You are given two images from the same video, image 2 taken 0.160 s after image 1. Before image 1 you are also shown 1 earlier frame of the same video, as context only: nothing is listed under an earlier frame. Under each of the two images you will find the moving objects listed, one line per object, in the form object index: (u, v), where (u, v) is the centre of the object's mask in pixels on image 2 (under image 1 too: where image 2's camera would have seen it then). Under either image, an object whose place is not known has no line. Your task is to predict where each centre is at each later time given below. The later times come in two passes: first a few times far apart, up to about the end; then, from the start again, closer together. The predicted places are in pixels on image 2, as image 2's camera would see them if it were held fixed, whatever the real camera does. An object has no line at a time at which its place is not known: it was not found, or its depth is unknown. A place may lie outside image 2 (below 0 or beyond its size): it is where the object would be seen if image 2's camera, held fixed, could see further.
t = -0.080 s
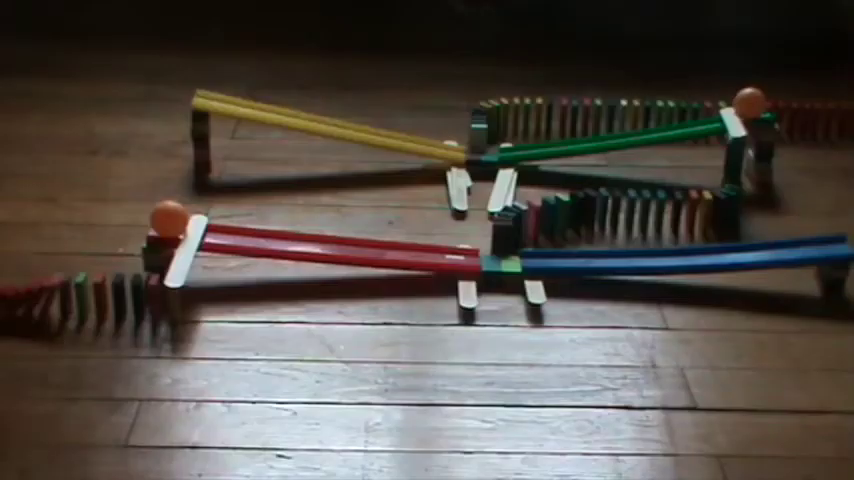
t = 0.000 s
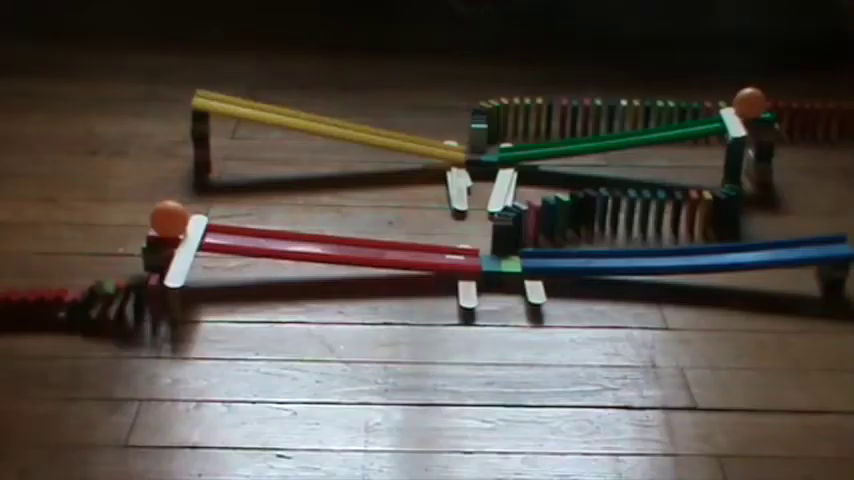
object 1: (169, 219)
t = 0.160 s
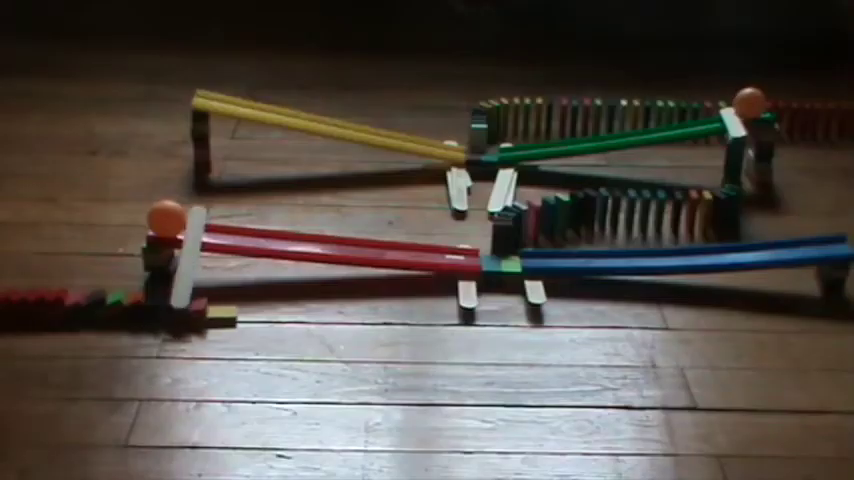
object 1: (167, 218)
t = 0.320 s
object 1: (168, 219)
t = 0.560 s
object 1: (175, 220)
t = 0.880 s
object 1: (198, 222)
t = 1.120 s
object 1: (241, 226)
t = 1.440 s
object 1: (337, 237)
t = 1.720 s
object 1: (450, 245)
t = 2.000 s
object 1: (570, 245)
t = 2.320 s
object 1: (669, 243)
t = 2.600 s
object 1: (711, 240)
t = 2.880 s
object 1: (707, 241)
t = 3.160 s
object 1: (663, 244)
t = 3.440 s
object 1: (589, 245)
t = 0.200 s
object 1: (166, 218)
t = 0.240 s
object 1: (166, 218)
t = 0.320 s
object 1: (168, 219)
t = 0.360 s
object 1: (169, 219)
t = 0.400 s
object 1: (171, 219)
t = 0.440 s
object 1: (172, 219)
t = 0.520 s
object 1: (174, 220)
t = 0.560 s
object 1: (175, 220)
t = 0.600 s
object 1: (177, 220)
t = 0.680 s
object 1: (181, 220)
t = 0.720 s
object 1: (183, 220)
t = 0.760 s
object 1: (186, 221)
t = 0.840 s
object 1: (194, 222)
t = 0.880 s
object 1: (198, 222)
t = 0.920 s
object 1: (204, 223)
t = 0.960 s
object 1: (210, 223)
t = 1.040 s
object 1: (223, 224)
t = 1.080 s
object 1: (232, 225)
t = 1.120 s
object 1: (241, 226)
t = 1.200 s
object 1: (260, 228)
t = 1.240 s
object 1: (271, 229)
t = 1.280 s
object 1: (284, 231)
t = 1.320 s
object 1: (296, 232)
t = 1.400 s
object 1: (323, 236)
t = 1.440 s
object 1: (337, 237)
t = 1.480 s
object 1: (352, 238)
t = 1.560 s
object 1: (383, 241)
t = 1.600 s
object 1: (399, 242)
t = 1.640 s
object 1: (416, 242)
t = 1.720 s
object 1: (450, 245)
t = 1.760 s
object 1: (468, 246)
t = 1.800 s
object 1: (486, 245)
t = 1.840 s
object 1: (504, 246)
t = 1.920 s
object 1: (538, 244)
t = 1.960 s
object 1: (554, 245)
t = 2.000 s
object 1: (570, 245)
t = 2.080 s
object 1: (598, 245)
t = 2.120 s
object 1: (612, 245)
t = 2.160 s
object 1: (625, 245)
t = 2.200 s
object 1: (637, 244)
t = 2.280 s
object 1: (659, 243)
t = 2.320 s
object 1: (669, 243)
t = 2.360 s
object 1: (678, 243)
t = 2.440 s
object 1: (692, 242)
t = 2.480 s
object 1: (699, 242)
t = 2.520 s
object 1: (704, 241)
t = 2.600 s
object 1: (711, 240)
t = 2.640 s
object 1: (713, 240)
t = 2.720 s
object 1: (713, 240)
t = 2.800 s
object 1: (712, 241)
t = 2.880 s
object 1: (707, 241)
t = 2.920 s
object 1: (703, 241)
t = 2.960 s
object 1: (698, 242)
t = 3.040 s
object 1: (687, 242)
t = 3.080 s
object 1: (680, 243)
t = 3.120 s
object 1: (673, 243)
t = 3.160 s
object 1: (663, 244)
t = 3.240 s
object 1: (644, 244)
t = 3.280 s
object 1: (634, 244)
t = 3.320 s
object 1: (623, 244)
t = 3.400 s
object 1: (600, 245)
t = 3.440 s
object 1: (589, 245)
